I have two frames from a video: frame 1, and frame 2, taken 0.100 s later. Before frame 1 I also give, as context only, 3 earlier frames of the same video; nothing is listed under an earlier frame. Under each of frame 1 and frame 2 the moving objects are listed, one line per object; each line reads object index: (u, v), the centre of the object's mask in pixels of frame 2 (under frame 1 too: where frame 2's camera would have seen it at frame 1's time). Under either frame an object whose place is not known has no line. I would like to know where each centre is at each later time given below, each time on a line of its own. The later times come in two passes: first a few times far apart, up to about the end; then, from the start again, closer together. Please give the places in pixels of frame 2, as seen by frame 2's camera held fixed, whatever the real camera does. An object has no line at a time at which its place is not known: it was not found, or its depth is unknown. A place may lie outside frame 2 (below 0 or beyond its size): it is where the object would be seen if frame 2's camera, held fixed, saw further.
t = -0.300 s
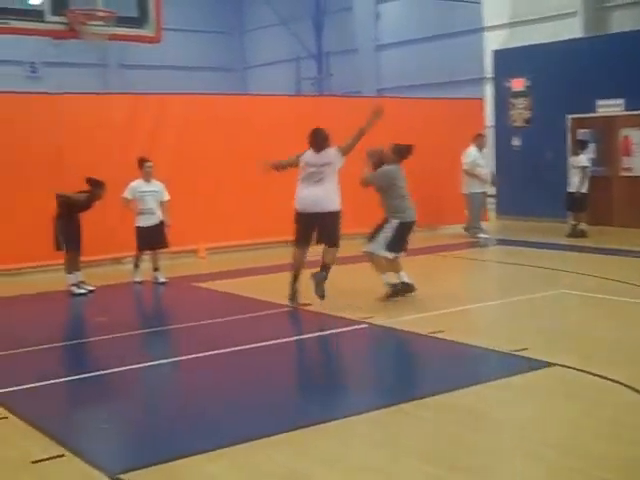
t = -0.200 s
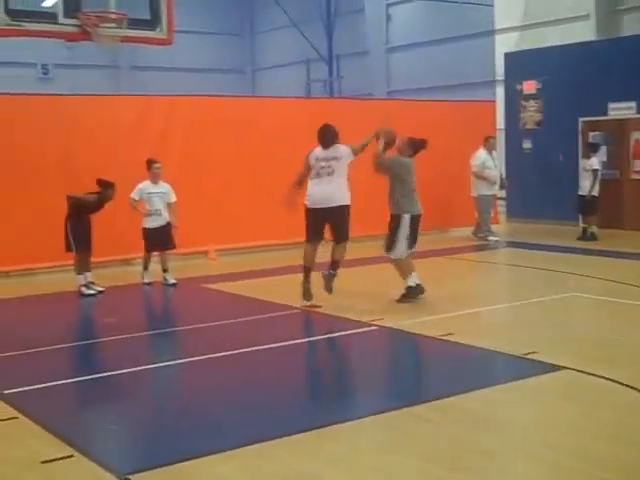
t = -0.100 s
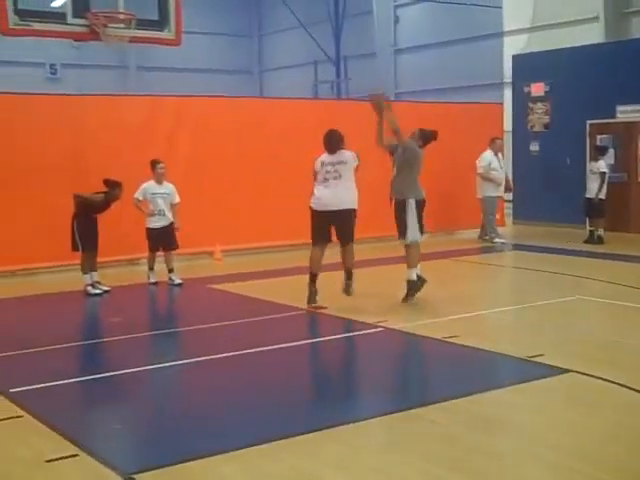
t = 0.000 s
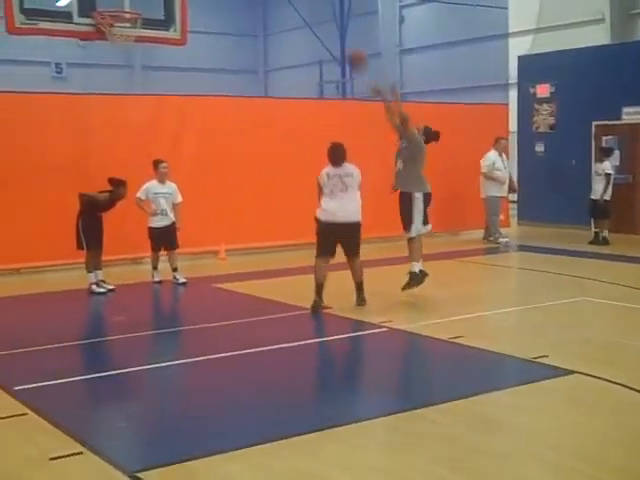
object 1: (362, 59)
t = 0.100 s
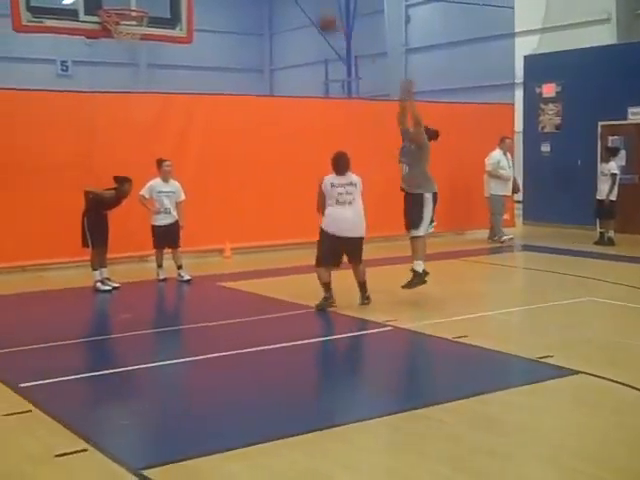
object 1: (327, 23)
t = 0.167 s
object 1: (306, 8)
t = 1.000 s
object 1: (66, 0)
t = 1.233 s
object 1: (61, 39)
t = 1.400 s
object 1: (60, 96)
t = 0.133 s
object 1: (317, 14)
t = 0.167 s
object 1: (306, 8)
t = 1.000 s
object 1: (66, 0)
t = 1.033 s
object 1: (61, 7)
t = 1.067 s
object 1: (61, 10)
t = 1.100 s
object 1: (60, 13)
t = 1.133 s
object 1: (60, 18)
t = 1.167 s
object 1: (60, 21)
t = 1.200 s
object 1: (61, 29)
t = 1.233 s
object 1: (61, 39)
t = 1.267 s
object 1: (60, 46)
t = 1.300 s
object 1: (61, 58)
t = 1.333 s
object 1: (61, 69)
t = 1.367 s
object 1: (61, 81)
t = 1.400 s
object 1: (60, 96)
